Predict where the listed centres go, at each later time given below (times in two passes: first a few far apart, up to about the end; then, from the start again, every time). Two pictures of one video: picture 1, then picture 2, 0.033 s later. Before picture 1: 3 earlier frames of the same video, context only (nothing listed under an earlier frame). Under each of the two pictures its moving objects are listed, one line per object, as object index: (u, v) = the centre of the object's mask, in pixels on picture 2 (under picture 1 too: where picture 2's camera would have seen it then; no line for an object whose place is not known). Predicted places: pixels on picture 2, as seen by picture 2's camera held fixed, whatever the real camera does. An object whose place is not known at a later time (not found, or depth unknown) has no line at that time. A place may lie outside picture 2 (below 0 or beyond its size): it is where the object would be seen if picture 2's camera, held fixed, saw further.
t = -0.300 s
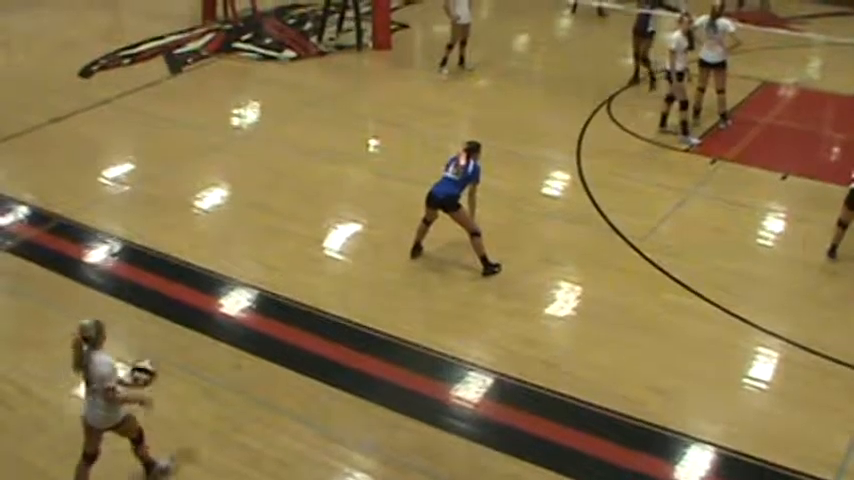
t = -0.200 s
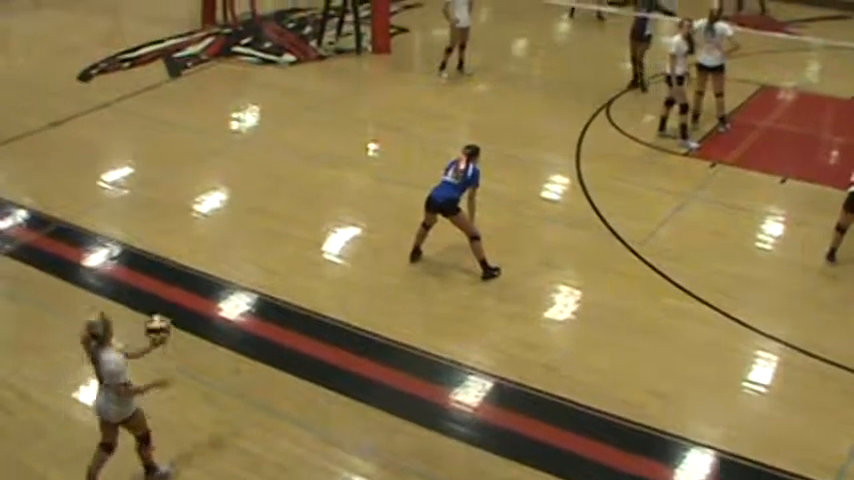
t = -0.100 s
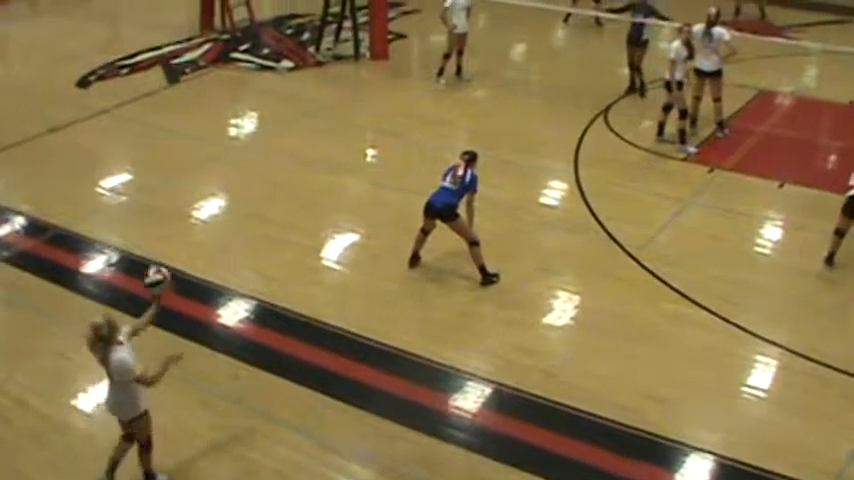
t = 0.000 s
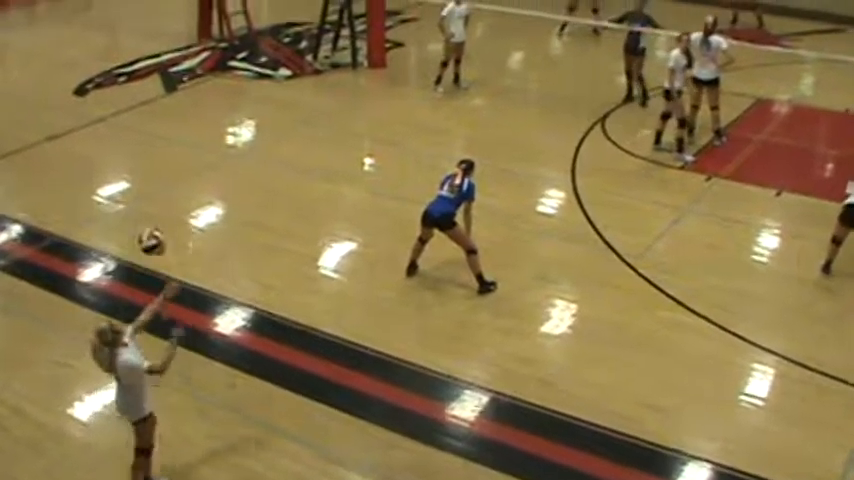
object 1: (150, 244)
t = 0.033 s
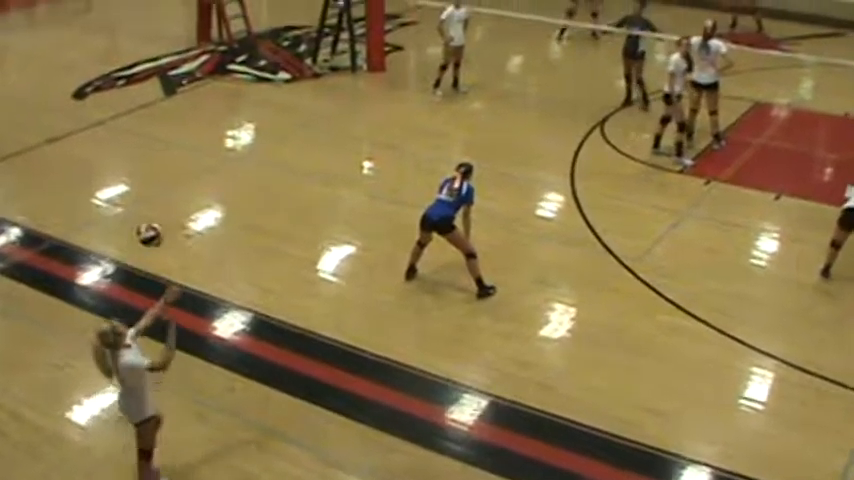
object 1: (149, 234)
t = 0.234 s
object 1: (153, 187)
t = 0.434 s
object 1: (162, 191)
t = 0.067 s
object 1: (150, 221)
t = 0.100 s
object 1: (150, 212)
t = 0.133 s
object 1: (150, 204)
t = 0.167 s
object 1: (151, 198)
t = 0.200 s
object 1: (152, 193)
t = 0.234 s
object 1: (153, 187)
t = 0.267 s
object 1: (154, 186)
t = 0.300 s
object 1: (155, 185)
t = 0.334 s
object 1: (158, 183)
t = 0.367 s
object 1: (159, 184)
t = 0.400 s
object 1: (160, 187)
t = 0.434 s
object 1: (162, 191)
